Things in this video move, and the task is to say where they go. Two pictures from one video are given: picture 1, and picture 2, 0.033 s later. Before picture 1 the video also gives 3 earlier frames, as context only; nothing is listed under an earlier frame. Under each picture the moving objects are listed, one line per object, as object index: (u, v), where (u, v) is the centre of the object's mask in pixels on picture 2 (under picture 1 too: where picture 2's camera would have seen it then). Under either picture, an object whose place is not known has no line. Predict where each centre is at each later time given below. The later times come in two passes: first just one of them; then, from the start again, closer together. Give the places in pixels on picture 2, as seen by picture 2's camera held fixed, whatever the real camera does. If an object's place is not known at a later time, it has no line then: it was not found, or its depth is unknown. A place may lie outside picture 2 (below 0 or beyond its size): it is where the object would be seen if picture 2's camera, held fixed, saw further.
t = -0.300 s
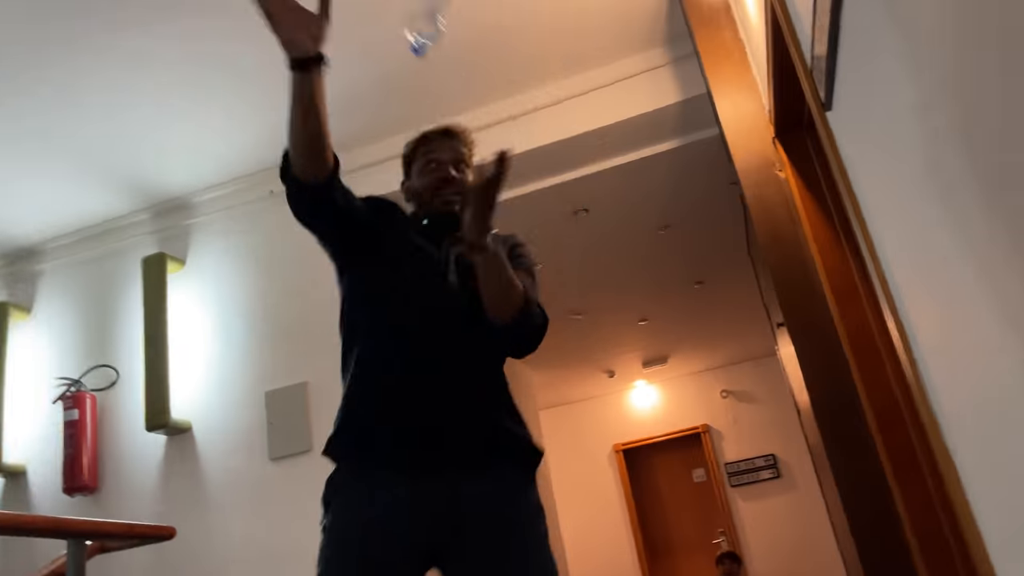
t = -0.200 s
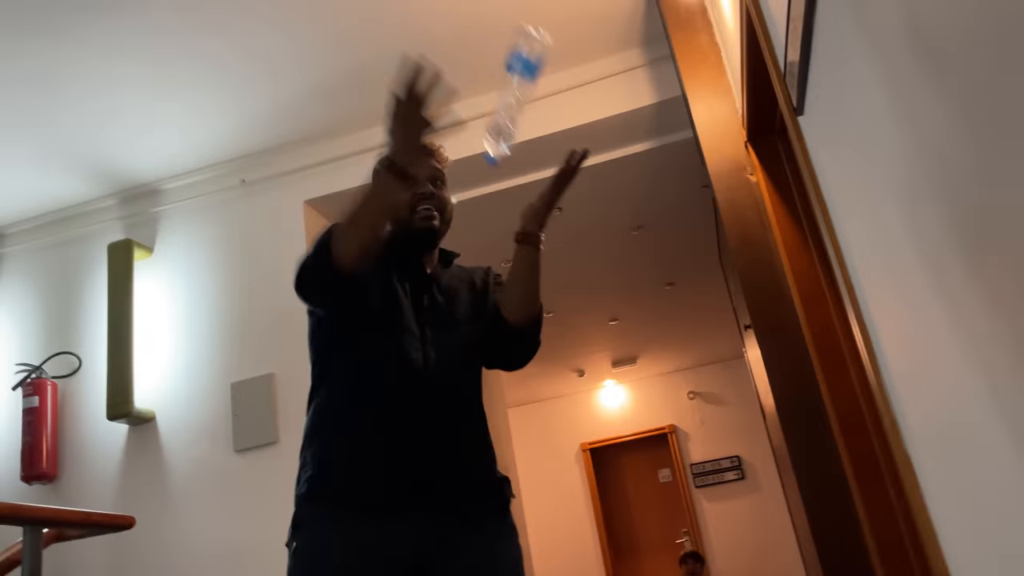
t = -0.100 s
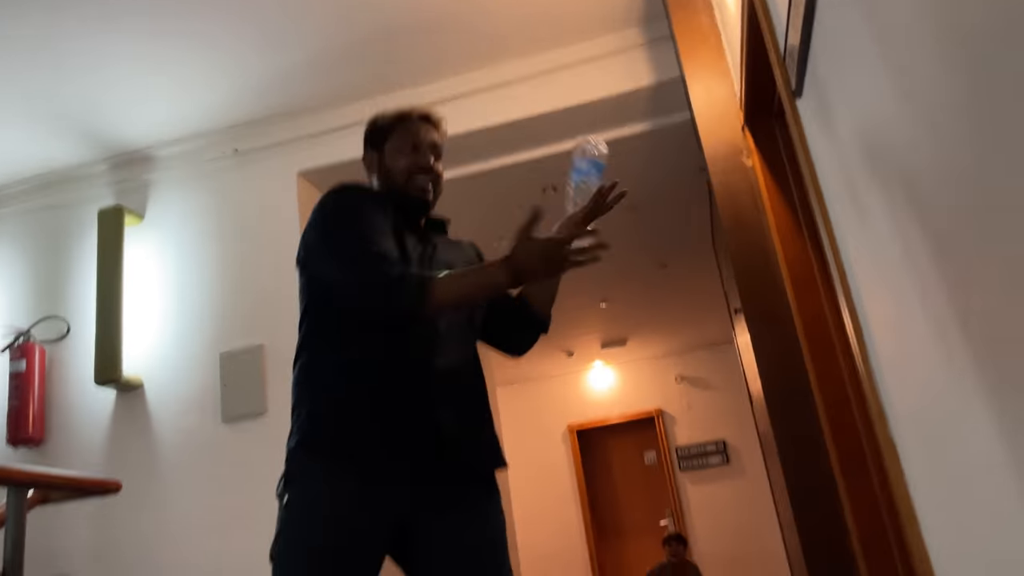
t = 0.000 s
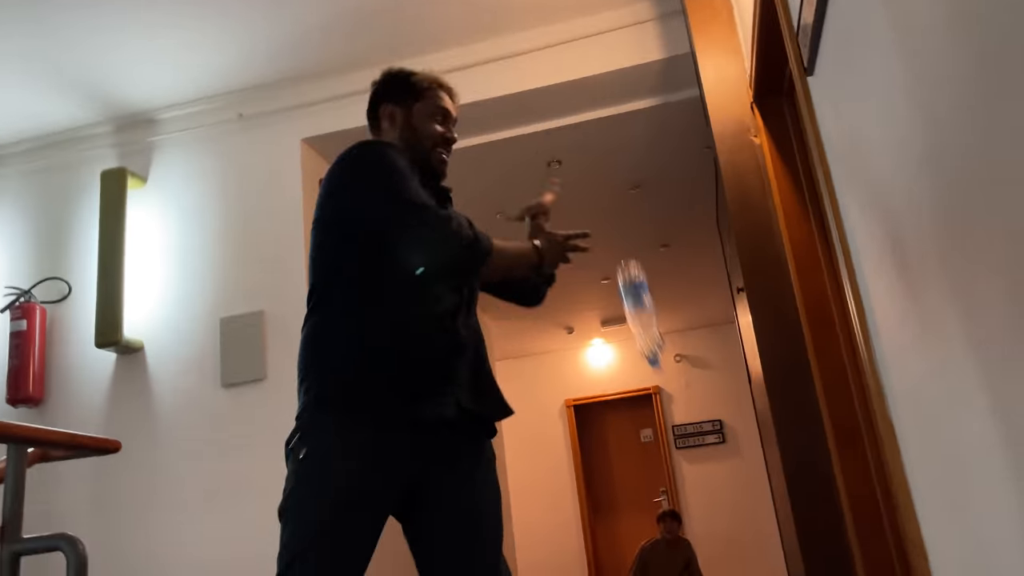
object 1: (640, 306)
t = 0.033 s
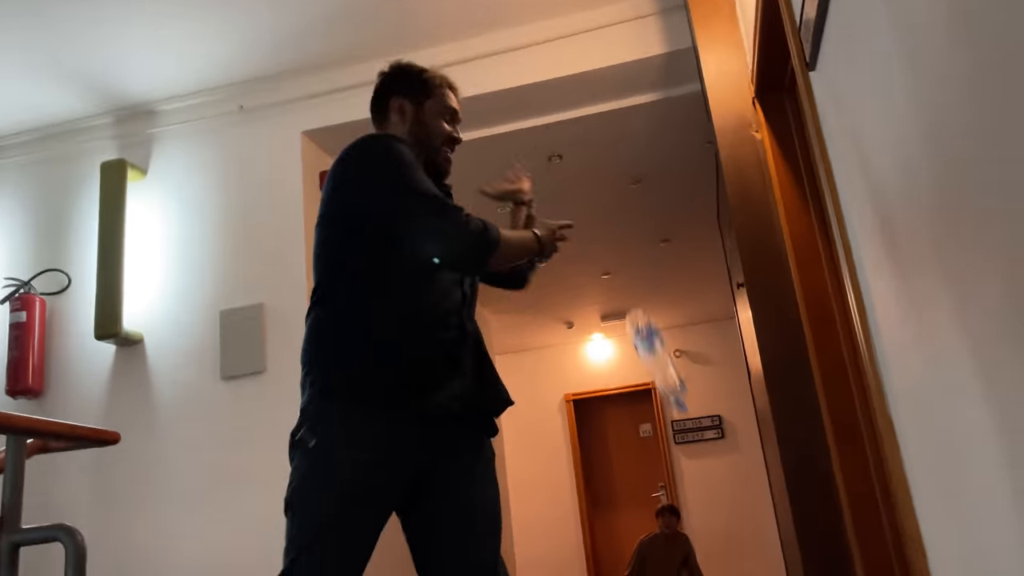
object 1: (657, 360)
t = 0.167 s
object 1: (717, 585)
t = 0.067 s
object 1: (673, 416)
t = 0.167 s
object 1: (717, 585)
